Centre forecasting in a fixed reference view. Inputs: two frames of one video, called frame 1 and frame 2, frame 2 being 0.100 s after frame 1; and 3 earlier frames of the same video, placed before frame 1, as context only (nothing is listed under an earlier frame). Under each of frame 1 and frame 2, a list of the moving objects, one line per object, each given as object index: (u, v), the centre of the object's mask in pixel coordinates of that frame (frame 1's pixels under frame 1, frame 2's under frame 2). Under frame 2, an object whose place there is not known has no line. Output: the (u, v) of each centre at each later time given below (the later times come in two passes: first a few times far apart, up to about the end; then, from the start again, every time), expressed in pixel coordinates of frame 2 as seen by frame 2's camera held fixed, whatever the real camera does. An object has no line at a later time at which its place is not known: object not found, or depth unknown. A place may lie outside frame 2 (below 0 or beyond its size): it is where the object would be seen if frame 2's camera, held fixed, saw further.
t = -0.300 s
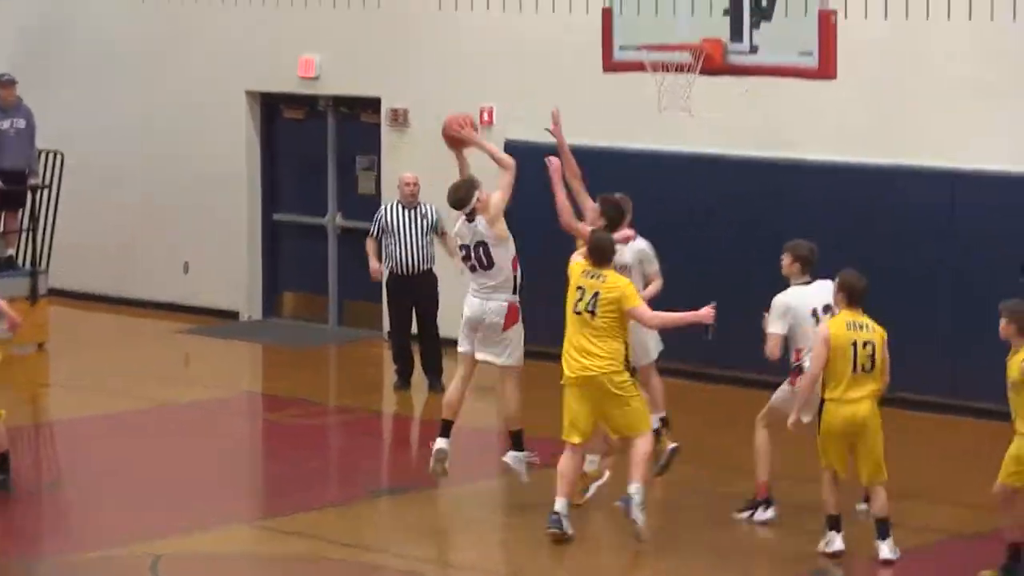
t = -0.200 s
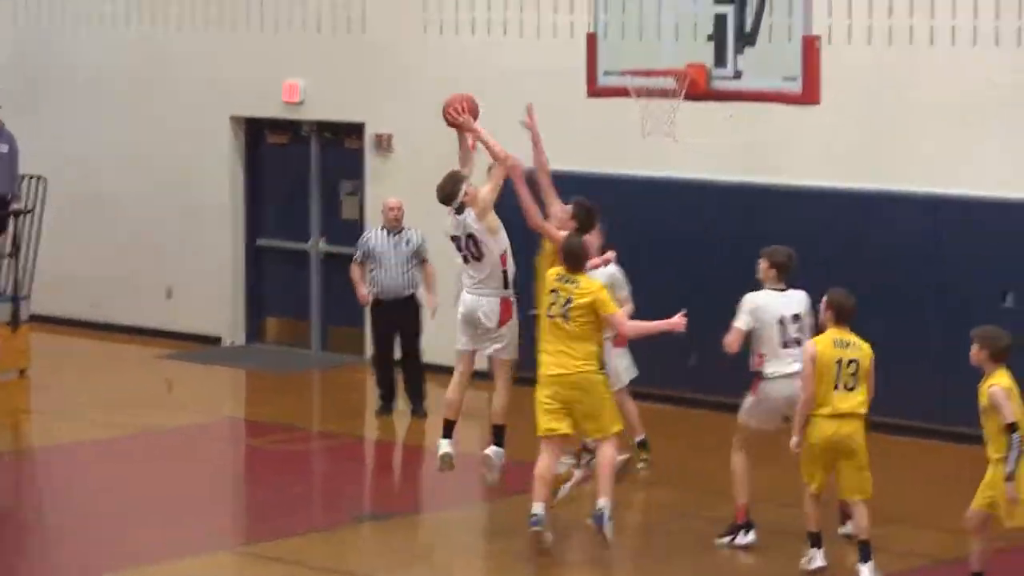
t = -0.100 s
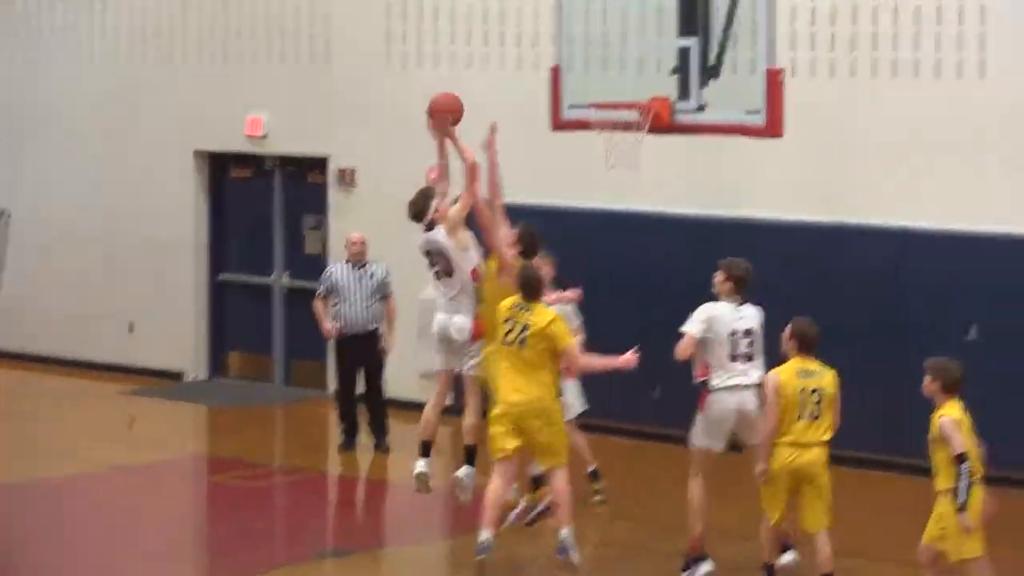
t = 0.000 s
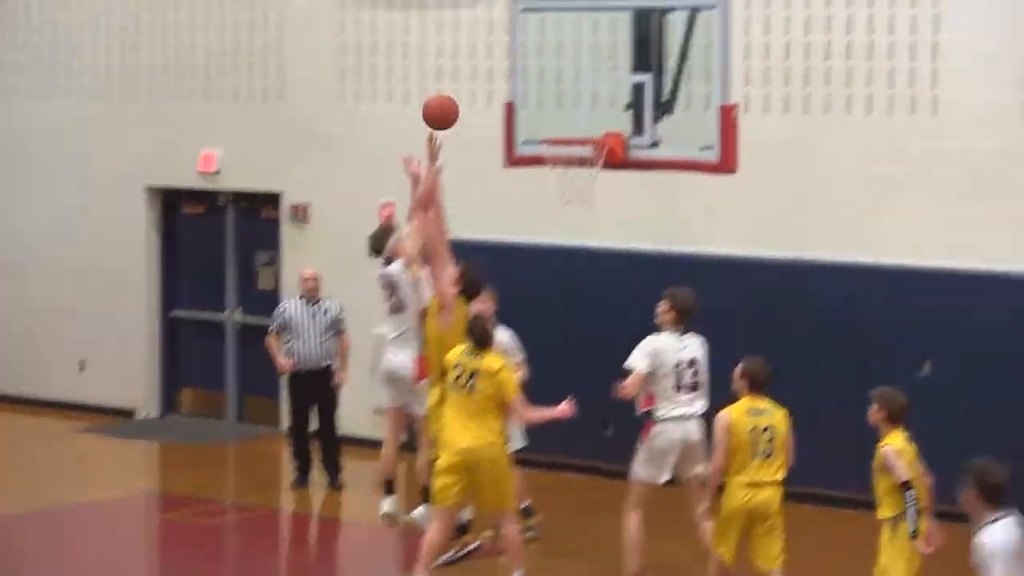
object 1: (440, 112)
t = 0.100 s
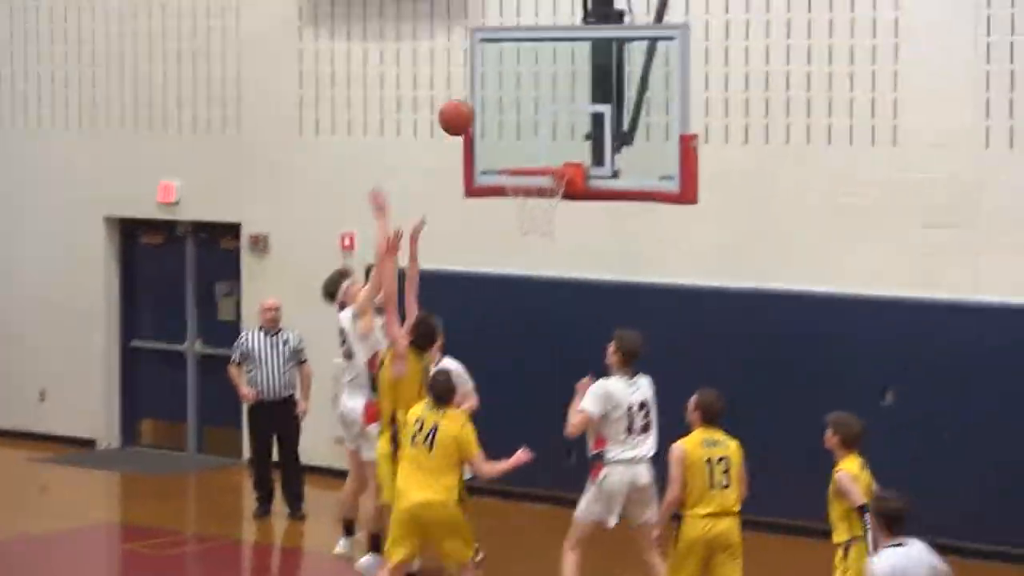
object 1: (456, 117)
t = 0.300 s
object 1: (535, 117)
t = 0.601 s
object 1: (526, 140)
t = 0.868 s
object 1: (529, 139)
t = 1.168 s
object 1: (534, 173)
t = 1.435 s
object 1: (539, 255)
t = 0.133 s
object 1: (474, 112)
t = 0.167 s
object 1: (493, 109)
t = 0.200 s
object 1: (510, 107)
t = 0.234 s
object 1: (529, 107)
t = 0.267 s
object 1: (537, 110)
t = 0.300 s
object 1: (535, 117)
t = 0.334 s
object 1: (532, 125)
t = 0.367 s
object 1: (530, 134)
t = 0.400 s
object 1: (527, 146)
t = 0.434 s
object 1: (525, 156)
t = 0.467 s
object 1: (525, 154)
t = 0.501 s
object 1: (525, 147)
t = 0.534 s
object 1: (525, 143)
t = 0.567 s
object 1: (526, 141)
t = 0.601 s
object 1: (526, 140)
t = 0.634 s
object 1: (526, 141)
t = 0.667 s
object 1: (527, 143)
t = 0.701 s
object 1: (528, 148)
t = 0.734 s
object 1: (528, 152)
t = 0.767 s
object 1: (528, 146)
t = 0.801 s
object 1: (528, 142)
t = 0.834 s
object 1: (529, 140)
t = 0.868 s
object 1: (529, 139)
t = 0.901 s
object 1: (529, 140)
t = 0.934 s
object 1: (529, 142)
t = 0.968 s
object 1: (529, 146)
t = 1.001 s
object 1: (530, 152)
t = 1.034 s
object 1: (530, 156)
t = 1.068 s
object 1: (531, 157)
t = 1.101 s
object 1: (532, 159)
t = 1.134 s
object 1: (534, 166)
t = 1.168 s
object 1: (534, 173)
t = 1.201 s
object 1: (534, 181)
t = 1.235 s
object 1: (536, 192)
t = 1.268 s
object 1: (538, 202)
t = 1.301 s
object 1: (538, 213)
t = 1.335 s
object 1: (539, 222)
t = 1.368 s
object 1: (539, 231)
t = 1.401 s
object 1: (539, 242)
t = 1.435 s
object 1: (539, 255)
